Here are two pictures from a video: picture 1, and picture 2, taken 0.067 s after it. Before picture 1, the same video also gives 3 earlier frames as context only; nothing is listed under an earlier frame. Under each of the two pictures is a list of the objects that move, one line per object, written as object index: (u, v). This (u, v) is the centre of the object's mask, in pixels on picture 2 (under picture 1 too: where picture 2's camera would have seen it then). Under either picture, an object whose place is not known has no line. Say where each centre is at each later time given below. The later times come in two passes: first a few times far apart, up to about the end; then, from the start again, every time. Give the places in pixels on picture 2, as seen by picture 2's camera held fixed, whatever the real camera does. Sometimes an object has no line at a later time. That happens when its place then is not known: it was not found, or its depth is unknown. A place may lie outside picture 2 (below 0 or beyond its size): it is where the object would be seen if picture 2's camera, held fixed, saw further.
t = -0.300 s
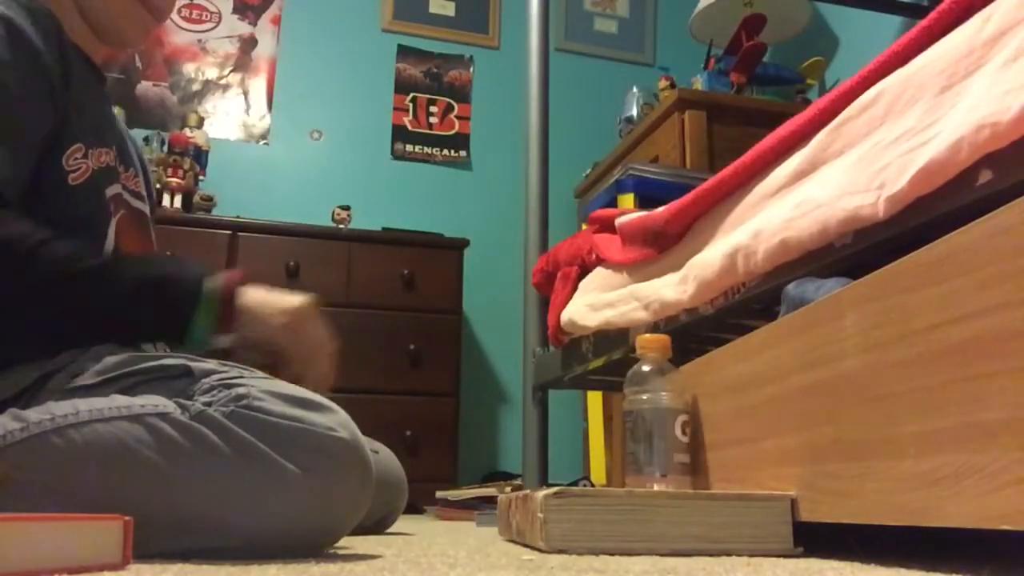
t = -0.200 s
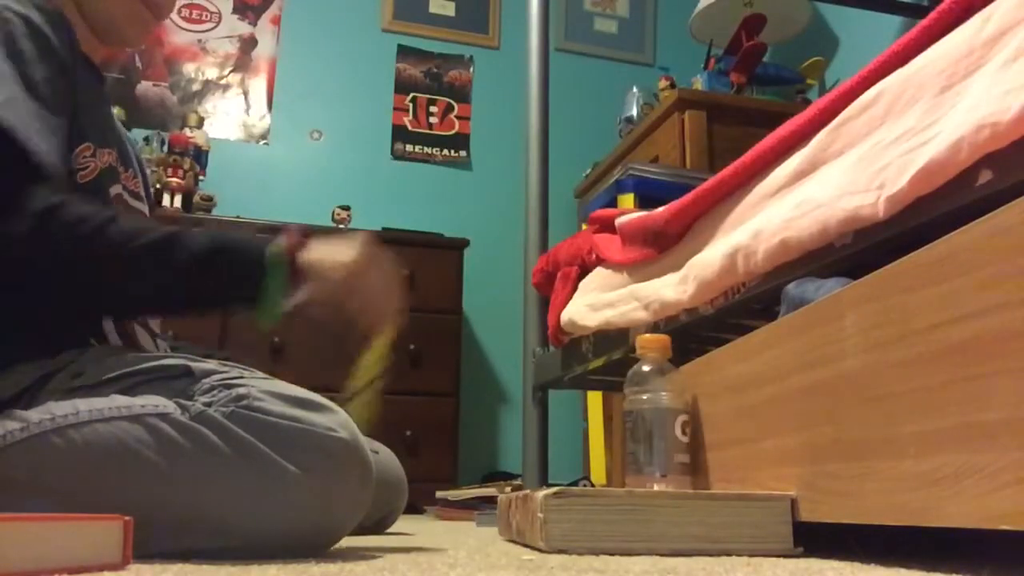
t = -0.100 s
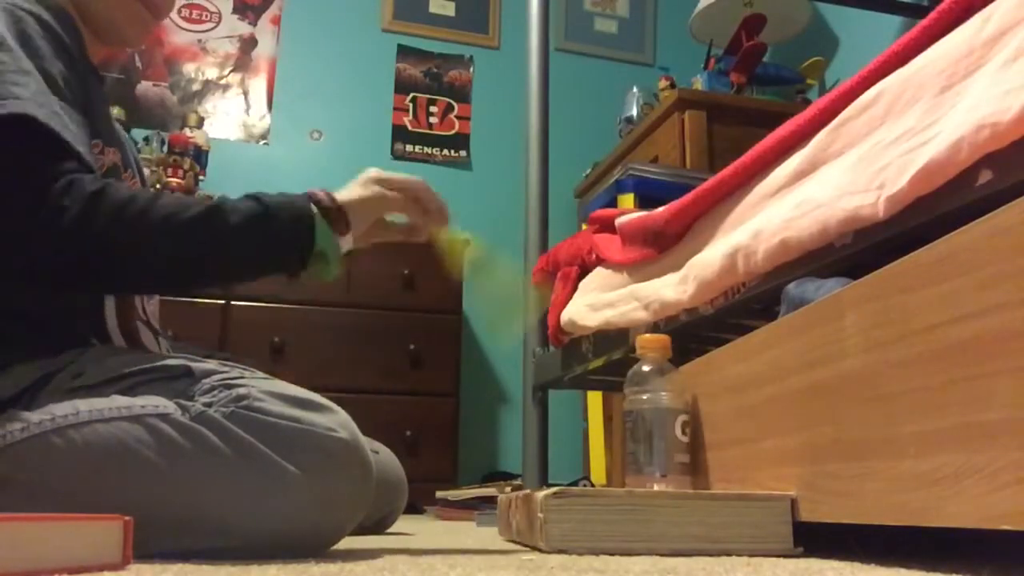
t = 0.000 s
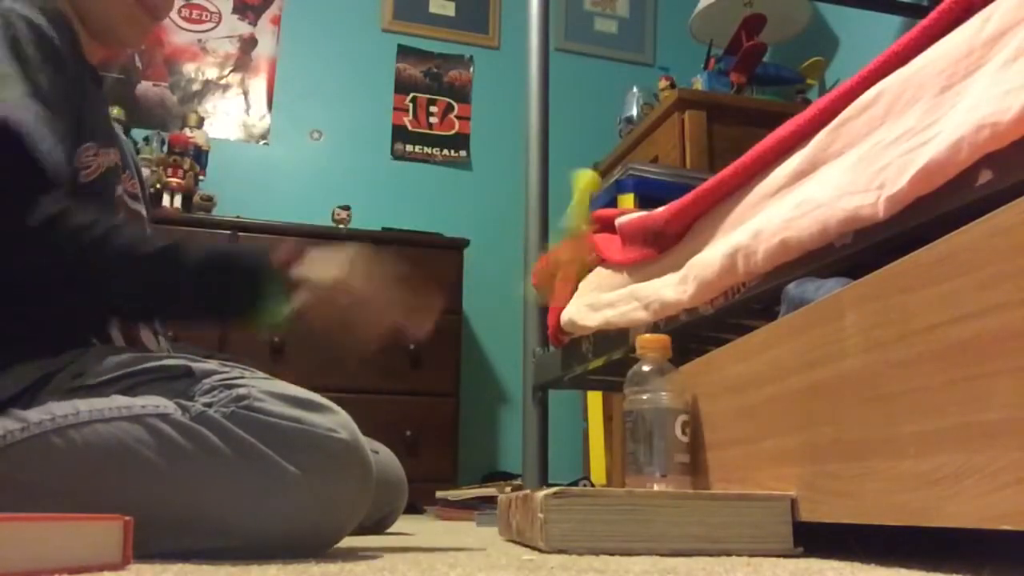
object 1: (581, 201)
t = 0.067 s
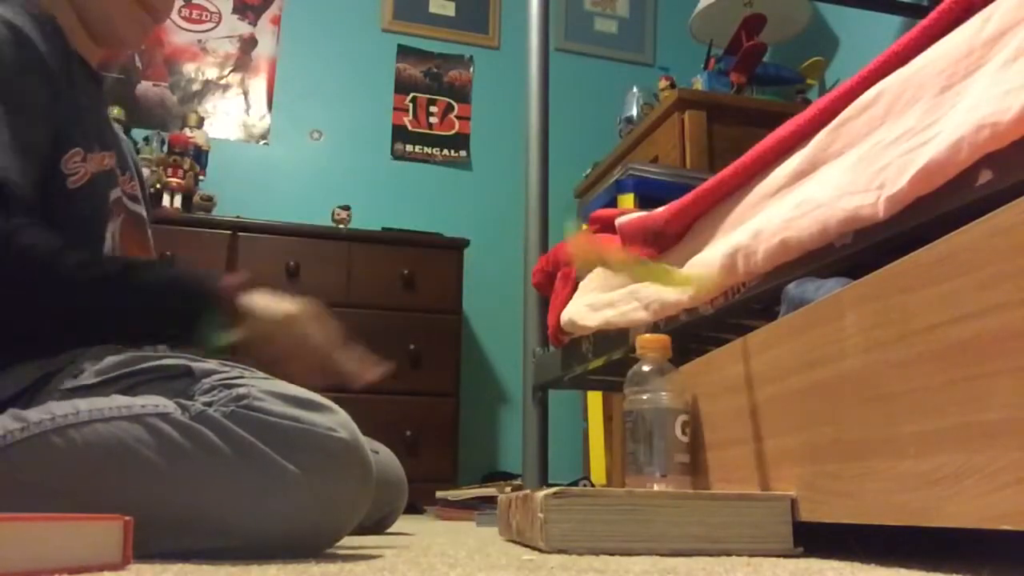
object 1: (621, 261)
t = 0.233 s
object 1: (728, 416)
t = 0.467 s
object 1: (719, 419)
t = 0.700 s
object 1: (725, 417)
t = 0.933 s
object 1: (723, 419)
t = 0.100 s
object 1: (673, 305)
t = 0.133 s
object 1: (695, 324)
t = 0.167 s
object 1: (712, 388)
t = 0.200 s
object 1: (721, 413)
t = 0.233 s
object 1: (728, 416)
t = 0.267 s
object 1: (729, 417)
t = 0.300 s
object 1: (728, 416)
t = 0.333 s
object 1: (726, 416)
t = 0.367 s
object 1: (723, 418)
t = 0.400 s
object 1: (721, 418)
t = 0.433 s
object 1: (720, 419)
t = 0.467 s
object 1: (719, 419)
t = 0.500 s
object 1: (719, 419)
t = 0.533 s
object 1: (720, 419)
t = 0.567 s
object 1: (721, 419)
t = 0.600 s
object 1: (723, 419)
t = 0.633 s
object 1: (724, 418)
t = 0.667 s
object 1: (725, 418)
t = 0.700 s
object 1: (725, 417)
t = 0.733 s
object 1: (725, 417)
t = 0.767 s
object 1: (724, 417)
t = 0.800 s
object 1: (724, 418)
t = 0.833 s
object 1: (723, 418)
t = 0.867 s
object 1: (722, 419)
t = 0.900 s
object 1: (723, 419)
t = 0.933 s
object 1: (723, 419)
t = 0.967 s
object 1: (724, 420)
